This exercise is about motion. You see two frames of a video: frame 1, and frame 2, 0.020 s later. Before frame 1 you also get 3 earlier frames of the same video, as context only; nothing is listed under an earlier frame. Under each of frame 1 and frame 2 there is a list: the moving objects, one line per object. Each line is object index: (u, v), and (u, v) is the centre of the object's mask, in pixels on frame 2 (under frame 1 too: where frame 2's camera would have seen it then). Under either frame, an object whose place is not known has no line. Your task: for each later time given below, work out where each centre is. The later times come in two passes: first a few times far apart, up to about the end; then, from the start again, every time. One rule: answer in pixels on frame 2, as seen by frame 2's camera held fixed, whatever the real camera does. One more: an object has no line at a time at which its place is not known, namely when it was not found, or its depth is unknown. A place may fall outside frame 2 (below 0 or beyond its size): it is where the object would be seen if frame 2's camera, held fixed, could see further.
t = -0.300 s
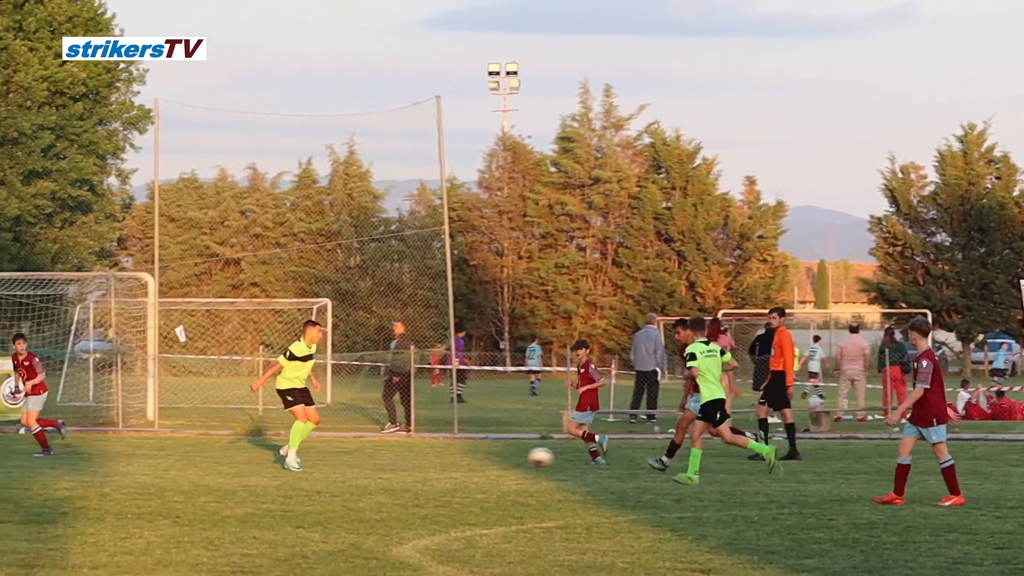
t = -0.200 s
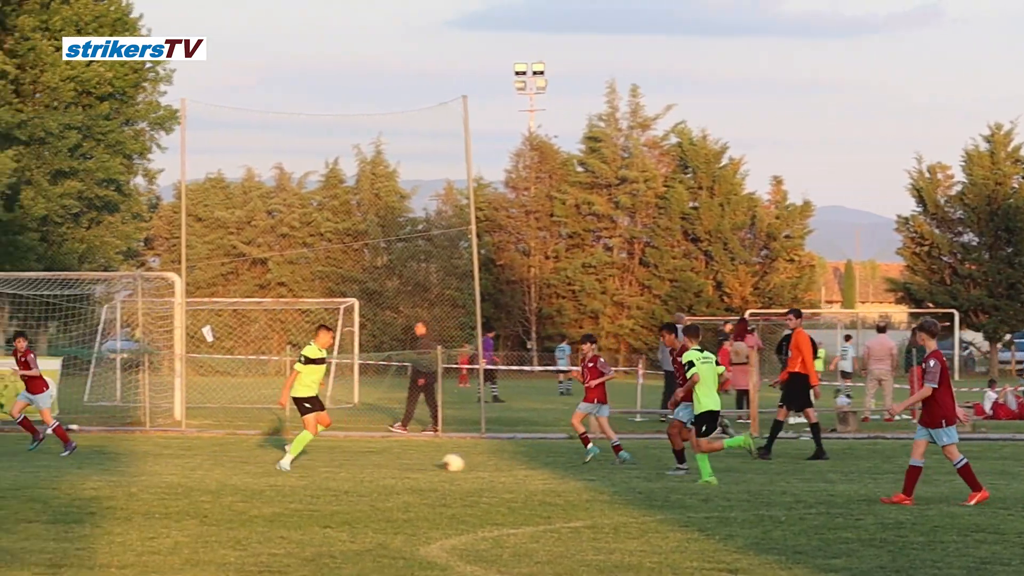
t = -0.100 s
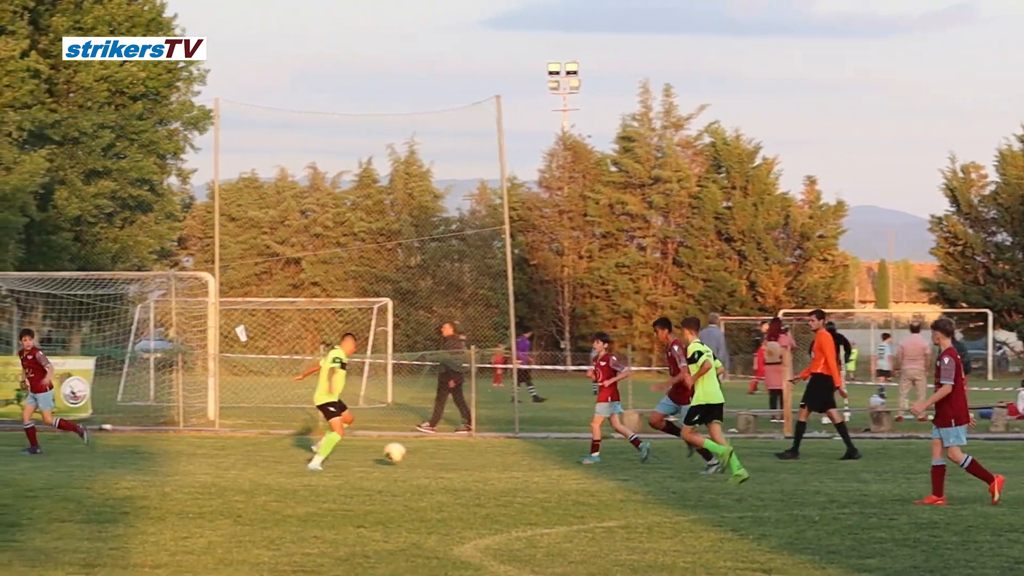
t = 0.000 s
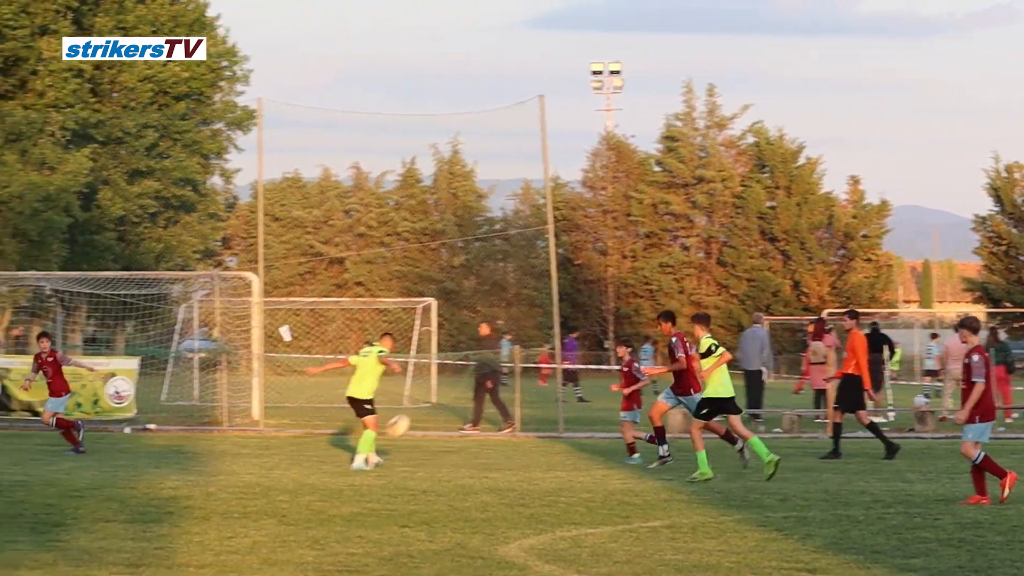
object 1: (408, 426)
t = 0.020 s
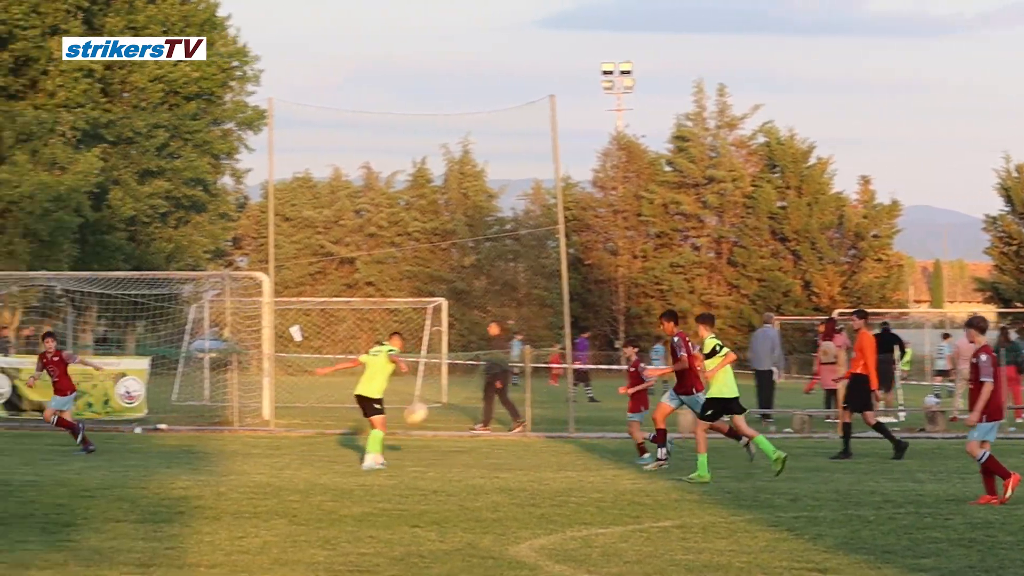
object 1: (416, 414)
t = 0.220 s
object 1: (479, 312)
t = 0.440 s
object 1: (538, 244)
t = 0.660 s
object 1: (592, 221)
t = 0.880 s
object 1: (642, 237)
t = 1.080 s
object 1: (683, 283)
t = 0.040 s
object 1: (423, 402)
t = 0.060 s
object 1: (430, 391)
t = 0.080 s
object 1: (437, 378)
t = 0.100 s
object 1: (443, 369)
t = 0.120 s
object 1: (450, 358)
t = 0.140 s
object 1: (457, 347)
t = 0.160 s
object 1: (461, 338)
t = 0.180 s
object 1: (467, 329)
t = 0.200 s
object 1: (473, 321)
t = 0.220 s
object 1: (479, 312)
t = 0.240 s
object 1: (485, 304)
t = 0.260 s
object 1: (491, 297)
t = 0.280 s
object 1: (496, 290)
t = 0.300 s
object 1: (502, 284)
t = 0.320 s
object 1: (507, 277)
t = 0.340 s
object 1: (513, 270)
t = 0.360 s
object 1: (518, 263)
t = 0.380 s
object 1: (523, 258)
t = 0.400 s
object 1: (528, 253)
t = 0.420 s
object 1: (533, 249)
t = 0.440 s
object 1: (538, 244)
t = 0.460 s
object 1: (543, 240)
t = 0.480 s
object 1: (547, 235)
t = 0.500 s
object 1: (552, 232)
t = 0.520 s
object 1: (557, 230)
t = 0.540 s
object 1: (562, 228)
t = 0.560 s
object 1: (567, 226)
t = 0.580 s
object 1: (573, 225)
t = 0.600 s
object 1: (578, 223)
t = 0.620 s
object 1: (583, 222)
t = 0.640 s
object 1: (587, 221)
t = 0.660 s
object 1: (592, 221)
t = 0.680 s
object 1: (597, 221)
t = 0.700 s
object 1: (602, 221)
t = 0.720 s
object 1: (607, 222)
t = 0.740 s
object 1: (611, 223)
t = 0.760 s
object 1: (615, 224)
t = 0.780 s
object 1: (620, 225)
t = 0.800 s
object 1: (625, 227)
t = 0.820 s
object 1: (629, 229)
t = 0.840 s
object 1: (633, 231)
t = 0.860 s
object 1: (638, 234)
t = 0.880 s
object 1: (642, 237)
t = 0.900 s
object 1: (646, 240)
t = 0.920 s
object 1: (651, 244)
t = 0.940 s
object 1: (654, 248)
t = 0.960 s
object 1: (659, 251)
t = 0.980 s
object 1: (663, 256)
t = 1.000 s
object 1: (667, 260)
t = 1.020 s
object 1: (671, 265)
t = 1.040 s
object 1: (675, 271)
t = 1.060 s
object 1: (679, 277)
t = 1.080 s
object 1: (683, 283)
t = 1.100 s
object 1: (687, 289)
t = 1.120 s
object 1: (691, 295)
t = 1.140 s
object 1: (695, 302)
